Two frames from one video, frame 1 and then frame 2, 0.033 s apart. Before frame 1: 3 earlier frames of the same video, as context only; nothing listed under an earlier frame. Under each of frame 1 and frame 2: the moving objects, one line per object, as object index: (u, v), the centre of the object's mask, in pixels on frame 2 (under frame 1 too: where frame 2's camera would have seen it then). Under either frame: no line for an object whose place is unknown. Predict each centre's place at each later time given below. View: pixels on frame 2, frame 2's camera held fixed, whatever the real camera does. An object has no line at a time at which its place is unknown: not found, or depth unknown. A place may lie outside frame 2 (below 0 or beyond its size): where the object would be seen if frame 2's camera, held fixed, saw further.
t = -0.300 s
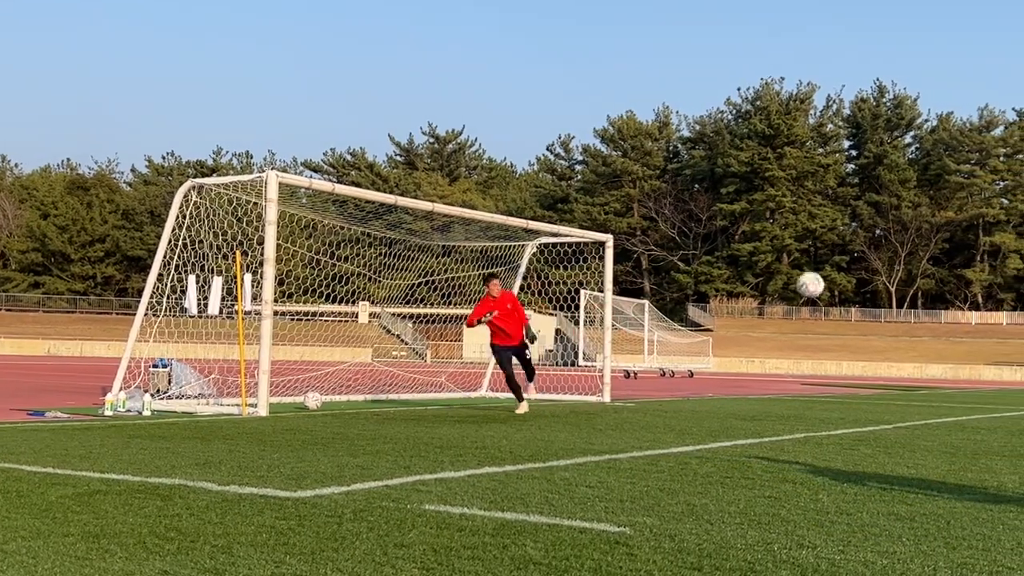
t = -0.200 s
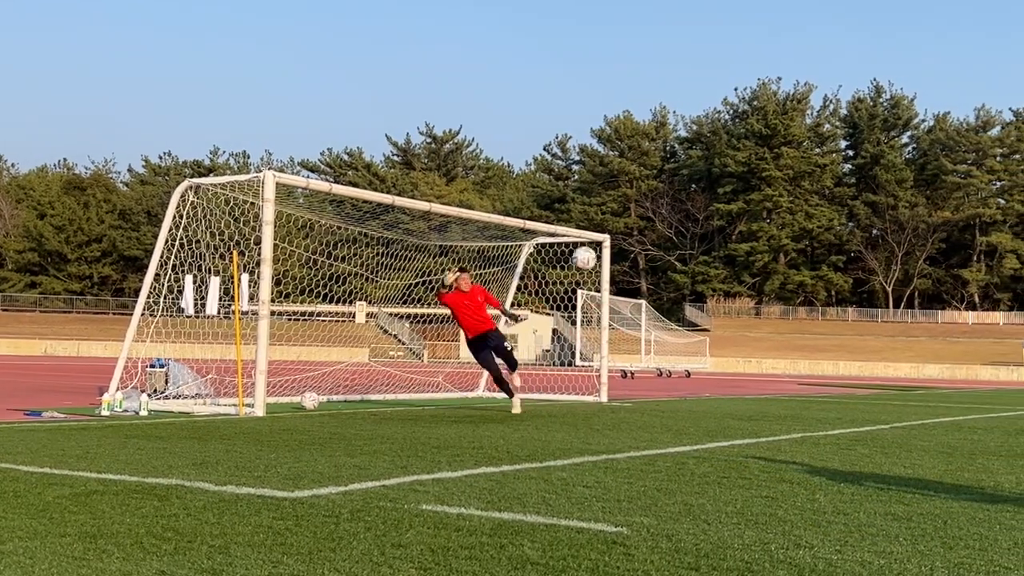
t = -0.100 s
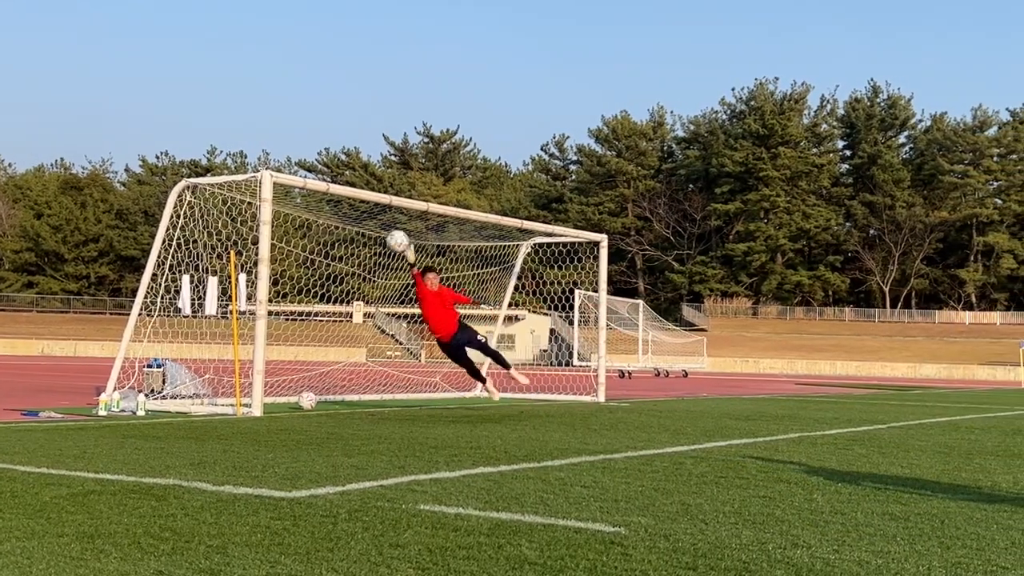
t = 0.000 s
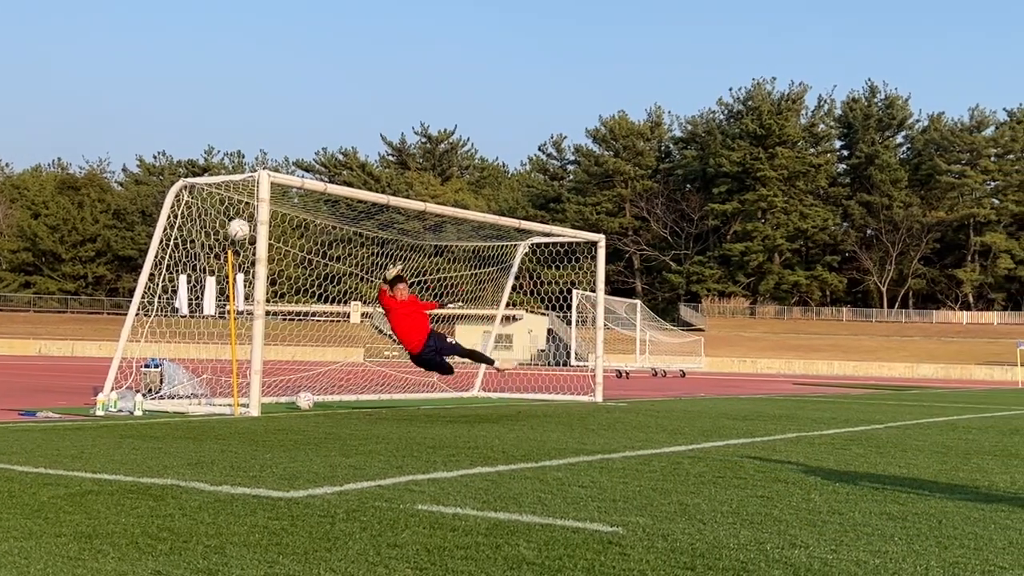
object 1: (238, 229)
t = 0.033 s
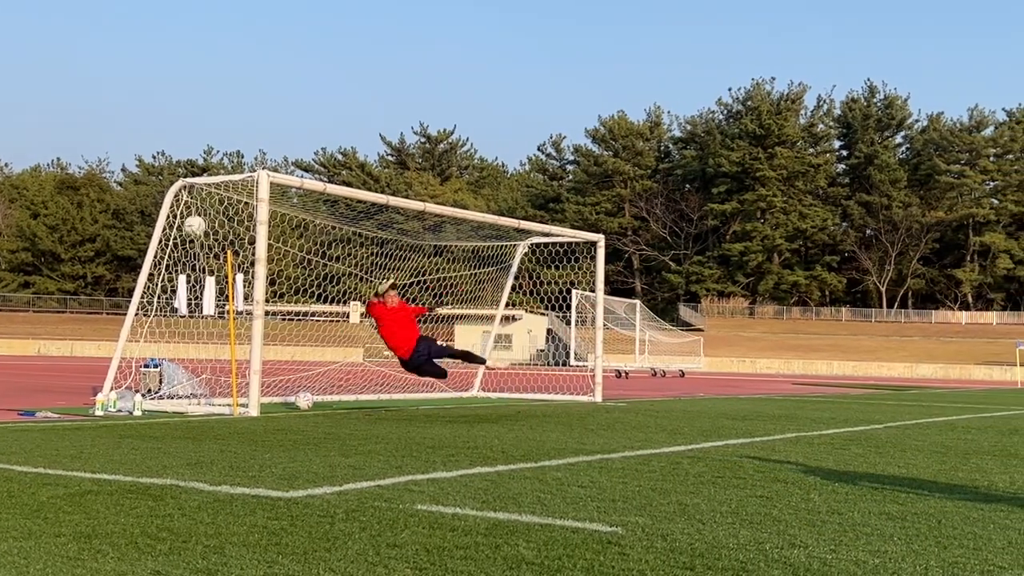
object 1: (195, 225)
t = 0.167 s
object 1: (30, 222)
